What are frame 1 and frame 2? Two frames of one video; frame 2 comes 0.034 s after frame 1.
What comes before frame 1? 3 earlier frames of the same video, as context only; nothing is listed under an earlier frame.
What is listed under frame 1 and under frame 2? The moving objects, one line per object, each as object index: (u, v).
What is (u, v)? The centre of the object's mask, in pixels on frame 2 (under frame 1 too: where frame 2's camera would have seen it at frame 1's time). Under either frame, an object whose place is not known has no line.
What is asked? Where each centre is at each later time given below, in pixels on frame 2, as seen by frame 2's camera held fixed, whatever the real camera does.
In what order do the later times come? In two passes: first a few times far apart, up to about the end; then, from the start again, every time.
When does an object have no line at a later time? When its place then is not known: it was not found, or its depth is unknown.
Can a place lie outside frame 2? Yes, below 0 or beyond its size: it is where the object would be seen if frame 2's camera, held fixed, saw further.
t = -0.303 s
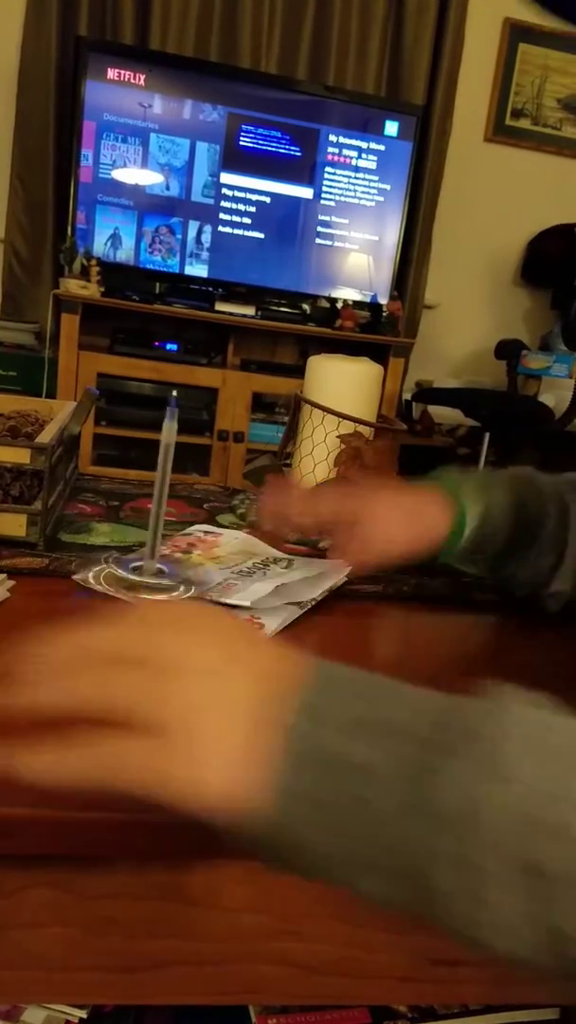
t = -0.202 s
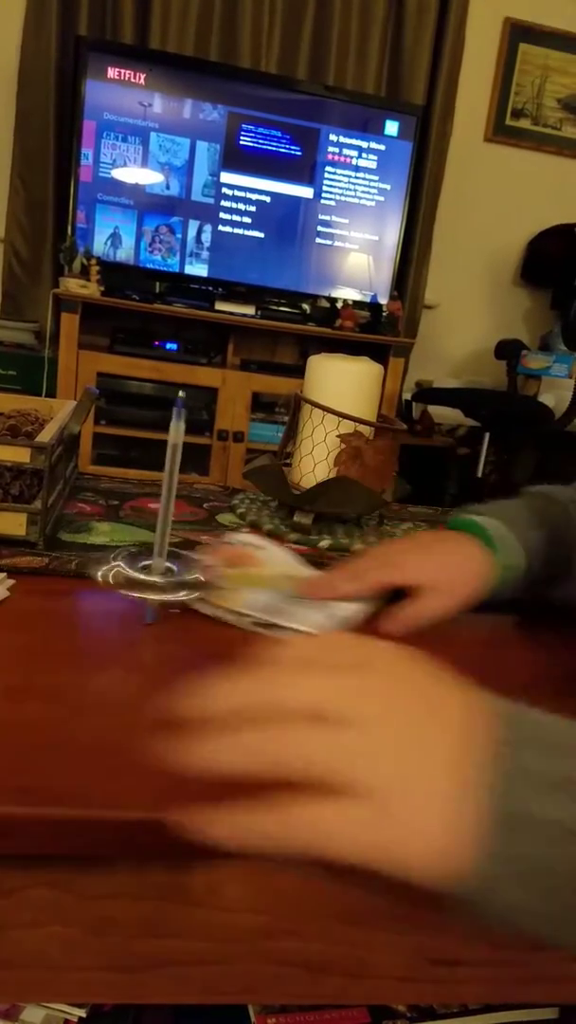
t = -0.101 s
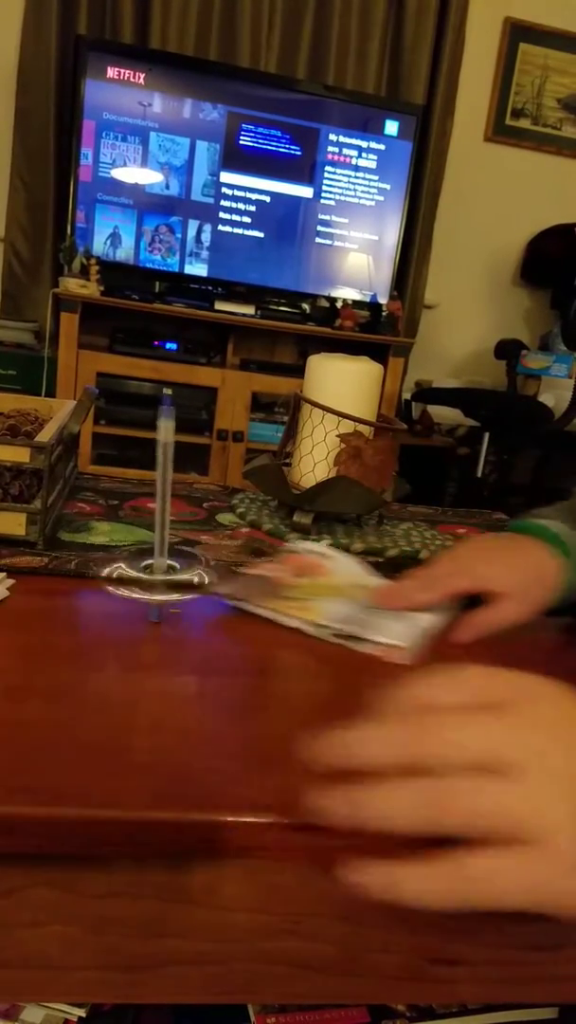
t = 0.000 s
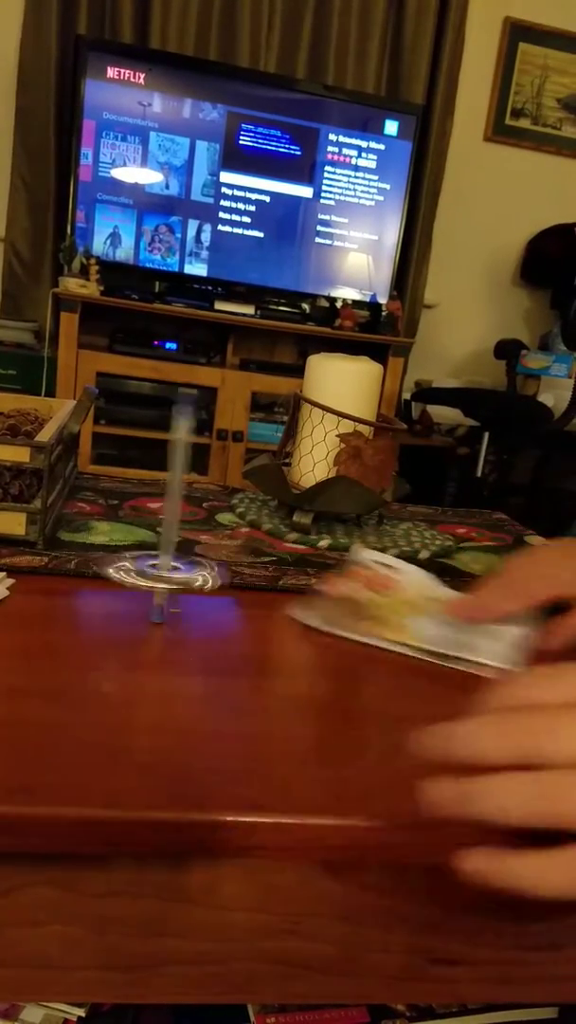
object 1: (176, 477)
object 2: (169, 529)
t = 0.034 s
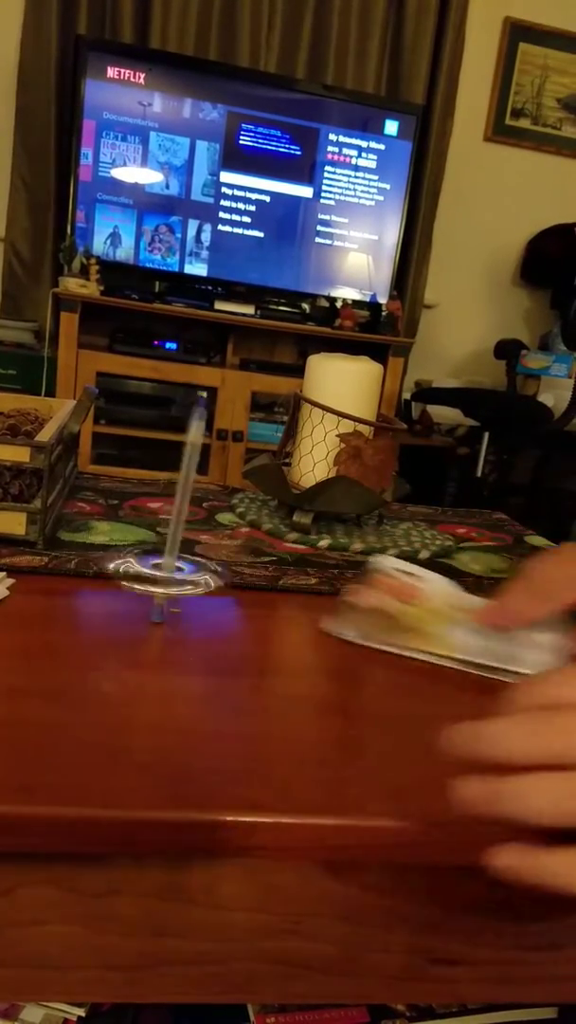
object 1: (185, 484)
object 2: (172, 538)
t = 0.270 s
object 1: (185, 483)
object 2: (174, 536)
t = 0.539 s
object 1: (164, 475)
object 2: (163, 529)
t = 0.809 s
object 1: (152, 509)
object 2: (149, 545)
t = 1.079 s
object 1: (141, 480)
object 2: (139, 537)
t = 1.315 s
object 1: (136, 492)
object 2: (137, 550)
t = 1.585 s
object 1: (157, 491)
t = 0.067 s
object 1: (185, 485)
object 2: (173, 540)
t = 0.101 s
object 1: (177, 481)
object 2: (170, 536)
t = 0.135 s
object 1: (165, 481)
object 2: (165, 536)
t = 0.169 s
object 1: (160, 489)
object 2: (164, 543)
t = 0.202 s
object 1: (164, 477)
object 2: (164, 531)
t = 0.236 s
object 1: (175, 474)
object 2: (171, 527)
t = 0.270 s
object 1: (185, 483)
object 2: (174, 536)
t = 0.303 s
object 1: (185, 483)
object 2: (175, 538)
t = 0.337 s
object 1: (178, 488)
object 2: (171, 542)
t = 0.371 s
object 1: (182, 481)
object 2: (173, 537)
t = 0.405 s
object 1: (185, 492)
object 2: (174, 546)
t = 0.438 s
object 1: (180, 482)
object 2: (172, 536)
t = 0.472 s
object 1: (167, 480)
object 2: (165, 536)
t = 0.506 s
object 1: (160, 489)
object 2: (162, 543)
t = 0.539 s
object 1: (164, 475)
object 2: (163, 529)
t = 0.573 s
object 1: (175, 477)
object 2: (168, 534)
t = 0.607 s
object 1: (175, 481)
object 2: (166, 537)
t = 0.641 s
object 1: (167, 488)
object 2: (162, 543)
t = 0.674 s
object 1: (164, 486)
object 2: (160, 544)
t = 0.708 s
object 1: (157, 483)
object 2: (154, 540)
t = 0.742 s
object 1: (154, 486)
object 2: (152, 545)
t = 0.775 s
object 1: (154, 489)
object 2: (150, 546)
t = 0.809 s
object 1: (152, 509)
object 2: (149, 545)
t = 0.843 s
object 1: (157, 483)
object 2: (151, 541)
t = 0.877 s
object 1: (162, 488)
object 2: (152, 544)
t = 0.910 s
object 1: (163, 488)
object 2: (152, 548)
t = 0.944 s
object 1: (158, 484)
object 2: (150, 543)
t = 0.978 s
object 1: (148, 483)
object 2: (144, 545)
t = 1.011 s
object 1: (139, 489)
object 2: (140, 546)
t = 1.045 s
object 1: (137, 510)
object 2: (136, 545)
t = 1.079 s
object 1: (141, 480)
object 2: (139, 537)
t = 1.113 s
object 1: (151, 479)
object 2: (143, 532)
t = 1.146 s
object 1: (162, 483)
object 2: (148, 538)
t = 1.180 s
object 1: (166, 493)
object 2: (147, 550)
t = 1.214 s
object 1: (165, 489)
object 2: (147, 547)
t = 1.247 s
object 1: (156, 490)
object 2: (144, 549)
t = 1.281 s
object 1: (144, 485)
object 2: (138, 549)
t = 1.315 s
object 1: (136, 492)
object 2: (137, 550)
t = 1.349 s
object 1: (138, 480)
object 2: (140, 536)
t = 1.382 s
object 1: (152, 504)
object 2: (150, 533)
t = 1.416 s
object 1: (161, 491)
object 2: (152, 546)
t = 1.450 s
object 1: (156, 492)
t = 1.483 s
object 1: (157, 506)
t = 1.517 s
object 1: (158, 493)
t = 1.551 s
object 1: (158, 489)
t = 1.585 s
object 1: (157, 491)
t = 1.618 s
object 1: (156, 491)
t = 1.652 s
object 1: (157, 494)
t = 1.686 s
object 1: (157, 492)
